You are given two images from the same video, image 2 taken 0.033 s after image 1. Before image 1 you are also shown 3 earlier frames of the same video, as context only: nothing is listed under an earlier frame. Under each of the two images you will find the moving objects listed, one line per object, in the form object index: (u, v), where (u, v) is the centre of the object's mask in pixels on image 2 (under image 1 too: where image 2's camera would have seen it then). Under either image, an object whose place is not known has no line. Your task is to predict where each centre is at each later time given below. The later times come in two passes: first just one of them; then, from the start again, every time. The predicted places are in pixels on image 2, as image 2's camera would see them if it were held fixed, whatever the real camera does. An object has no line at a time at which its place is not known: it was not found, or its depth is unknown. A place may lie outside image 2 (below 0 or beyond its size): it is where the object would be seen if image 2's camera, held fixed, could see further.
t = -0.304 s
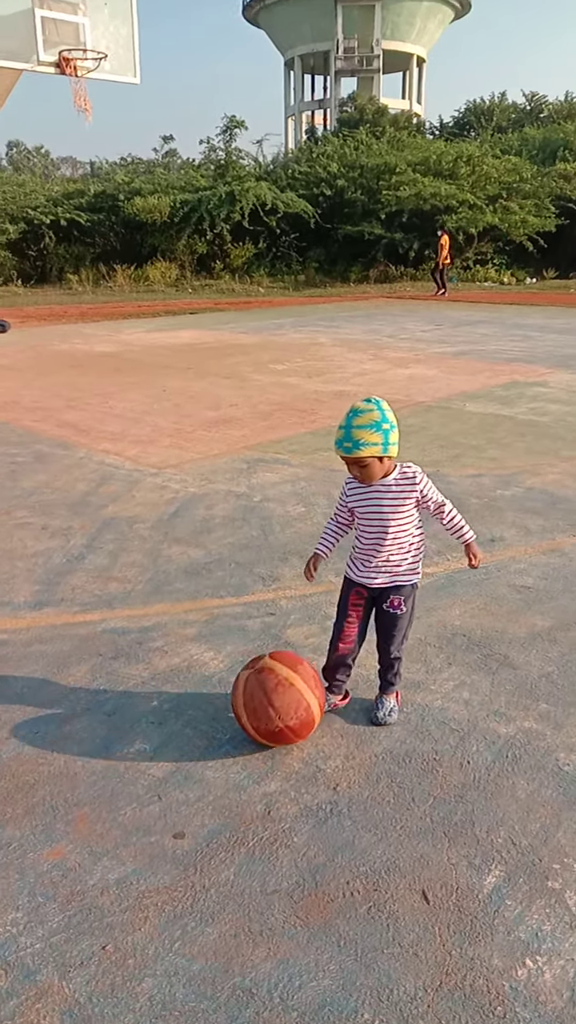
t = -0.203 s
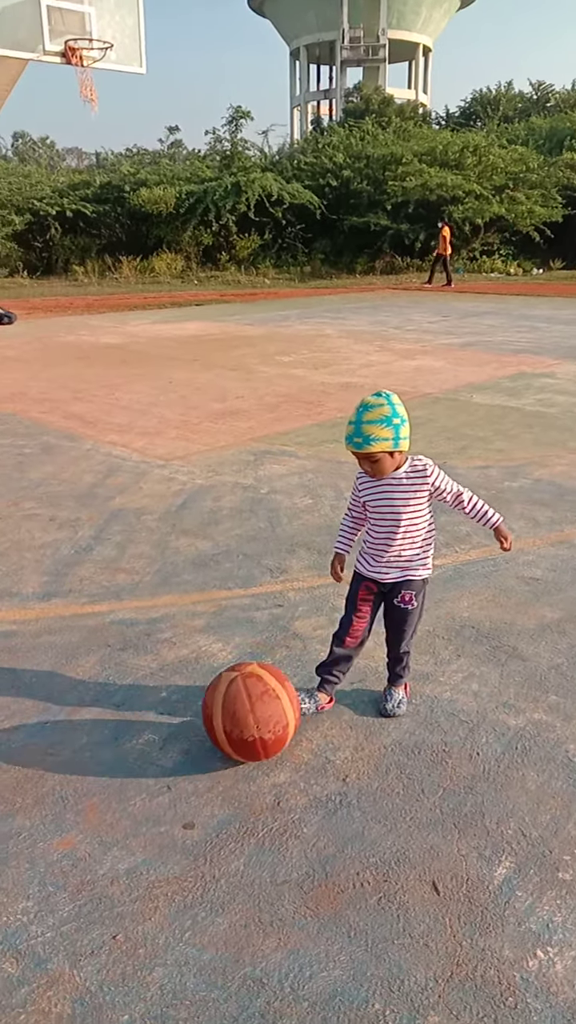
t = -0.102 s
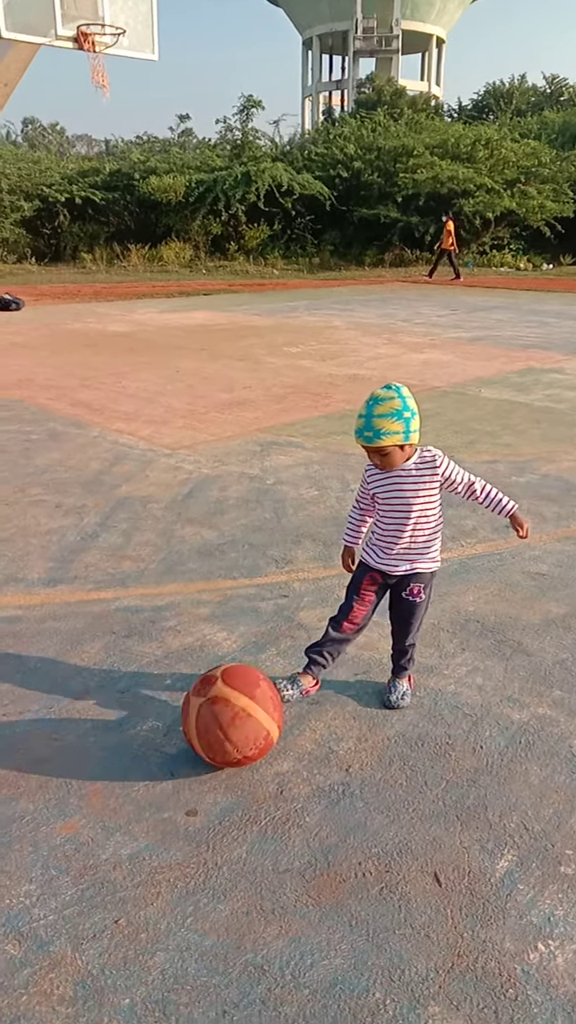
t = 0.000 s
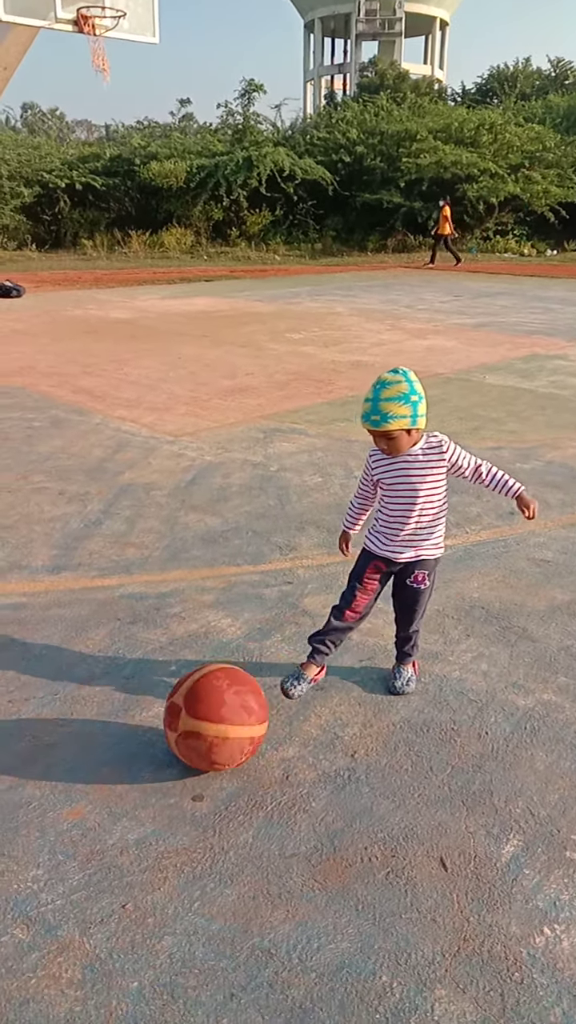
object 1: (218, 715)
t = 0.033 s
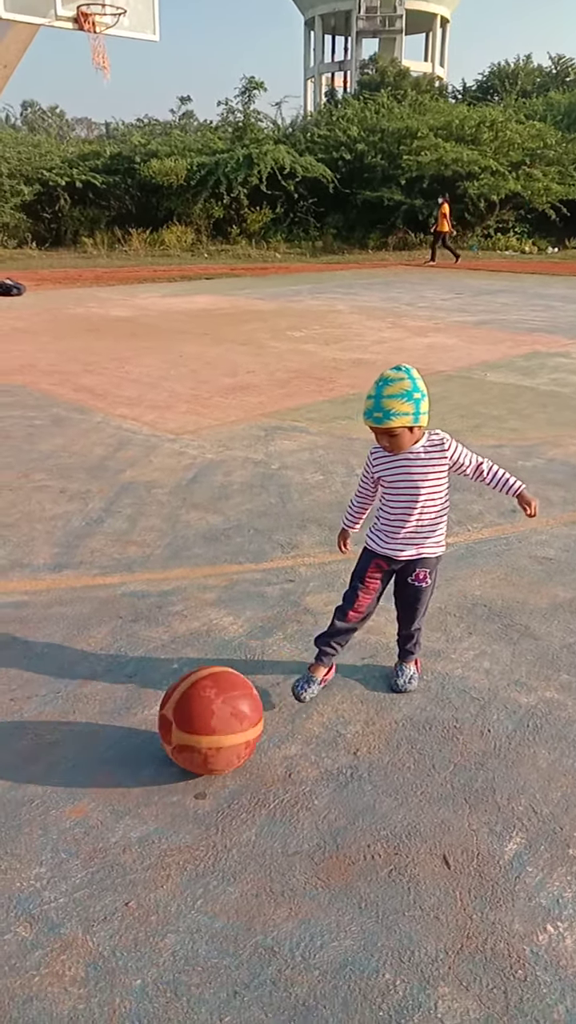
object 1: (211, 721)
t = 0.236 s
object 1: (163, 754)
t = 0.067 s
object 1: (203, 724)
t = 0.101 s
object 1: (195, 732)
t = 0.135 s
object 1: (188, 735)
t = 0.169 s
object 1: (179, 741)
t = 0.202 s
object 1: (171, 749)
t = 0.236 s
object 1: (163, 754)
